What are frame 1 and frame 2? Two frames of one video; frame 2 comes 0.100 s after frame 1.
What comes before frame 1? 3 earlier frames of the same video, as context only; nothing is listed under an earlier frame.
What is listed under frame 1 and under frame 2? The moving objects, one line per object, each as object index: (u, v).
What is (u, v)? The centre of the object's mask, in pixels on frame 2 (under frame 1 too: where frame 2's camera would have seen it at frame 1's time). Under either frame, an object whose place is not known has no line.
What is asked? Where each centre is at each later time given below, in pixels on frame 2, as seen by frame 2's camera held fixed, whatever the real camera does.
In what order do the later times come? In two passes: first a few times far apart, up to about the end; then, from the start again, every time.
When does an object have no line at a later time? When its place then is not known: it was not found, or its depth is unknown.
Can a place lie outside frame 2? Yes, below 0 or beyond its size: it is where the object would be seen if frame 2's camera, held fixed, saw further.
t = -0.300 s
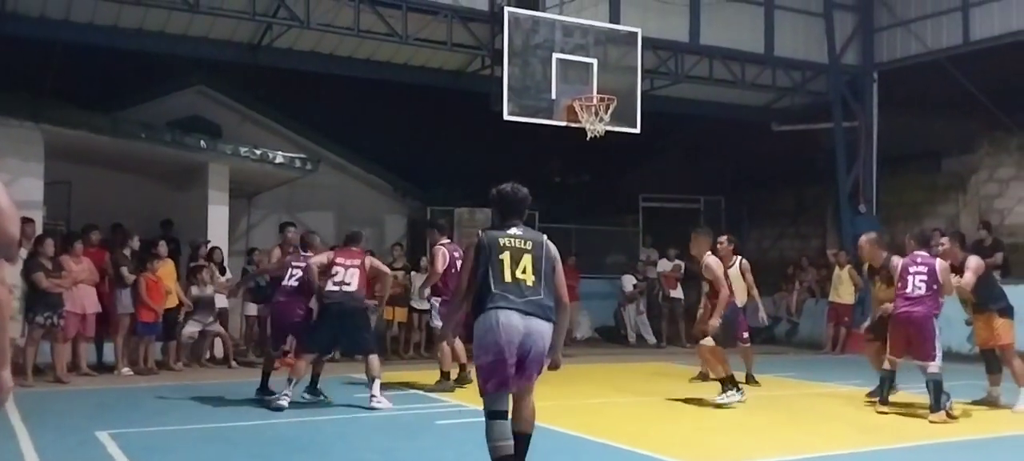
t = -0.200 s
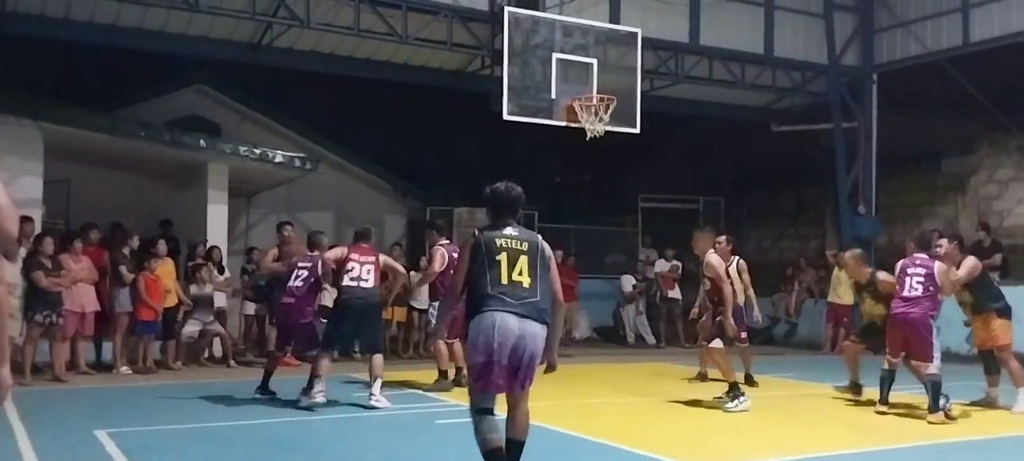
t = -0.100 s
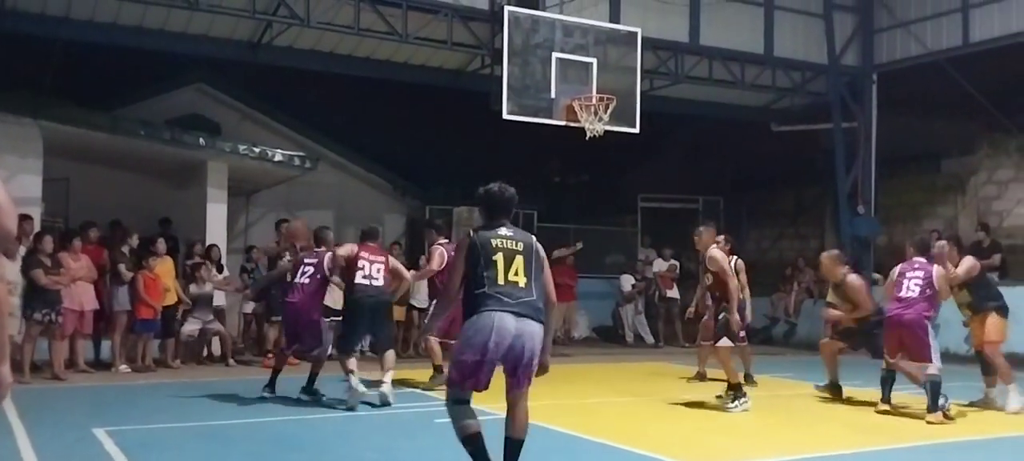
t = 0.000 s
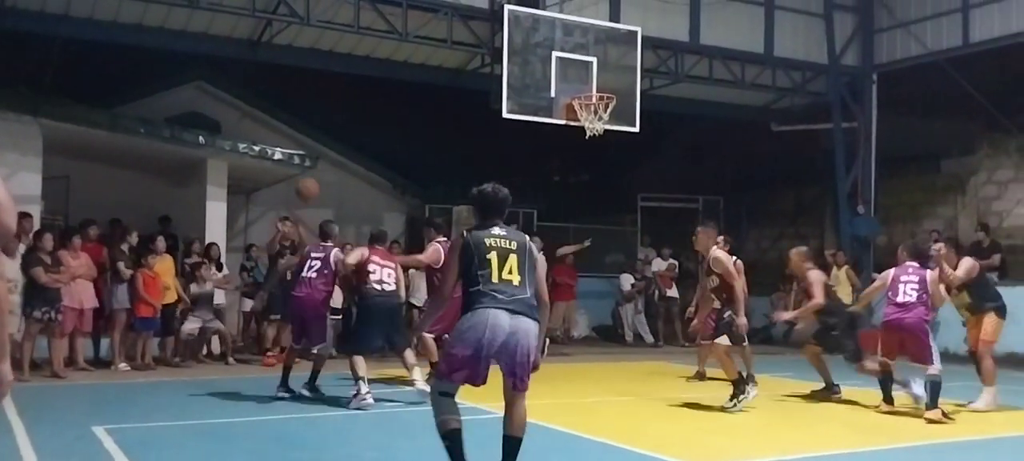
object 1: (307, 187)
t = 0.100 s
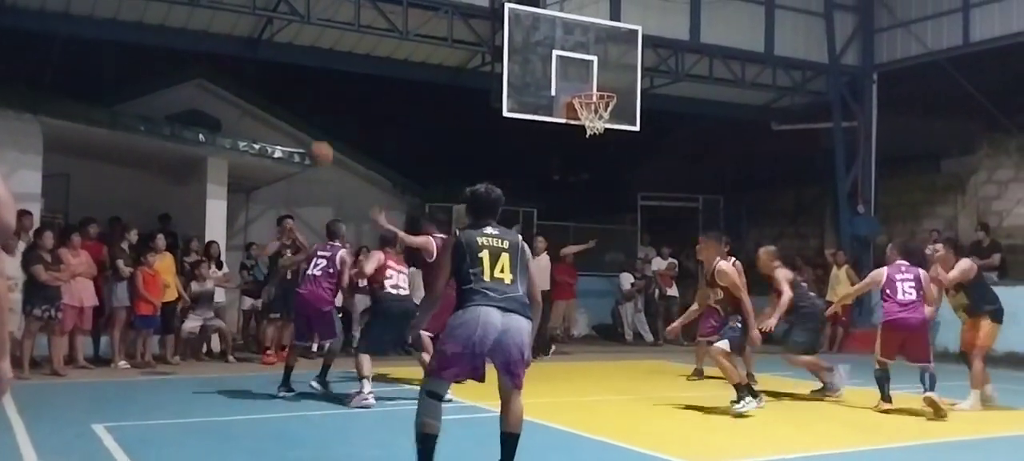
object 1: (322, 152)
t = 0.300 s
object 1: (350, 103)
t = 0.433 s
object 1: (378, 85)
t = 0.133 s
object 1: (327, 142)
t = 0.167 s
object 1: (331, 133)
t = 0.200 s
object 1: (334, 125)
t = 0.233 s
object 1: (339, 116)
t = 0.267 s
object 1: (345, 109)
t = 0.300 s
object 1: (350, 103)
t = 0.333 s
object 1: (356, 97)
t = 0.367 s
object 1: (363, 91)
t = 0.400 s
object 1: (370, 88)
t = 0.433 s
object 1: (378, 85)
